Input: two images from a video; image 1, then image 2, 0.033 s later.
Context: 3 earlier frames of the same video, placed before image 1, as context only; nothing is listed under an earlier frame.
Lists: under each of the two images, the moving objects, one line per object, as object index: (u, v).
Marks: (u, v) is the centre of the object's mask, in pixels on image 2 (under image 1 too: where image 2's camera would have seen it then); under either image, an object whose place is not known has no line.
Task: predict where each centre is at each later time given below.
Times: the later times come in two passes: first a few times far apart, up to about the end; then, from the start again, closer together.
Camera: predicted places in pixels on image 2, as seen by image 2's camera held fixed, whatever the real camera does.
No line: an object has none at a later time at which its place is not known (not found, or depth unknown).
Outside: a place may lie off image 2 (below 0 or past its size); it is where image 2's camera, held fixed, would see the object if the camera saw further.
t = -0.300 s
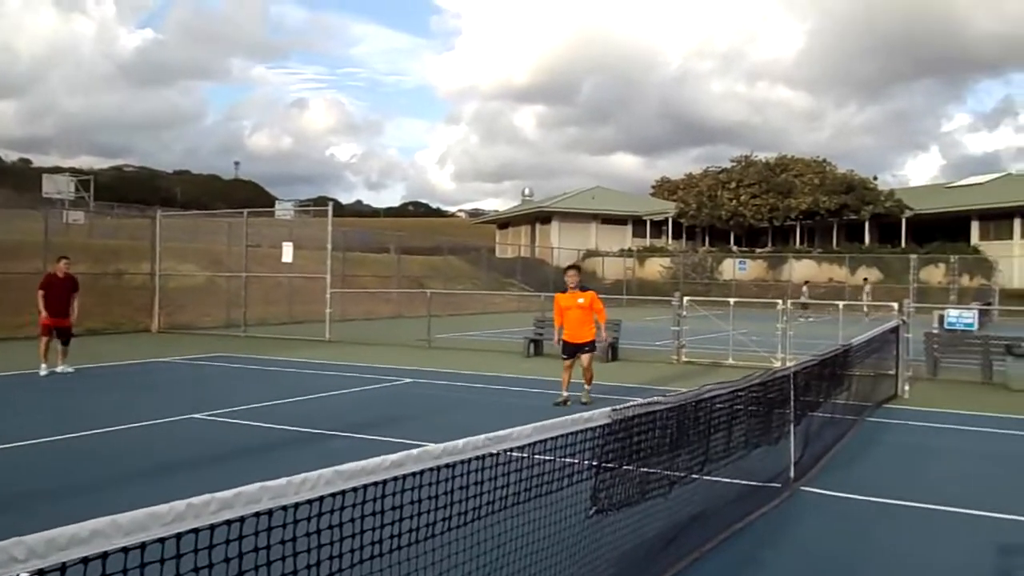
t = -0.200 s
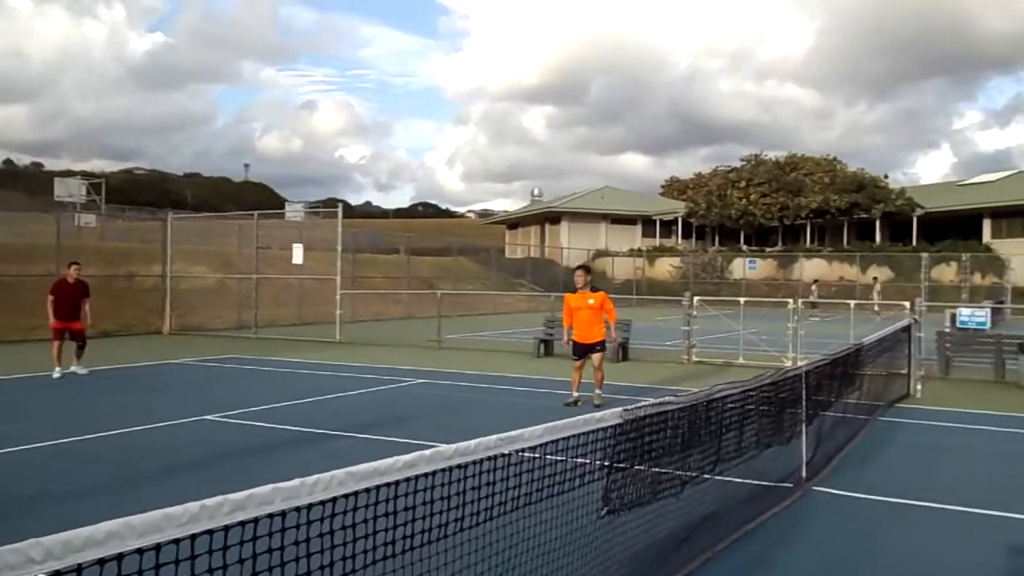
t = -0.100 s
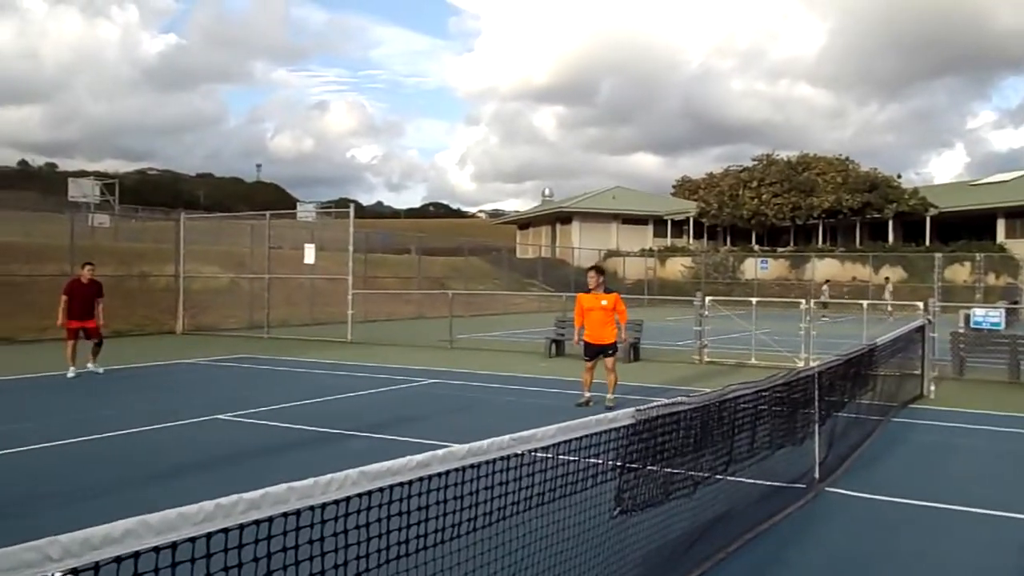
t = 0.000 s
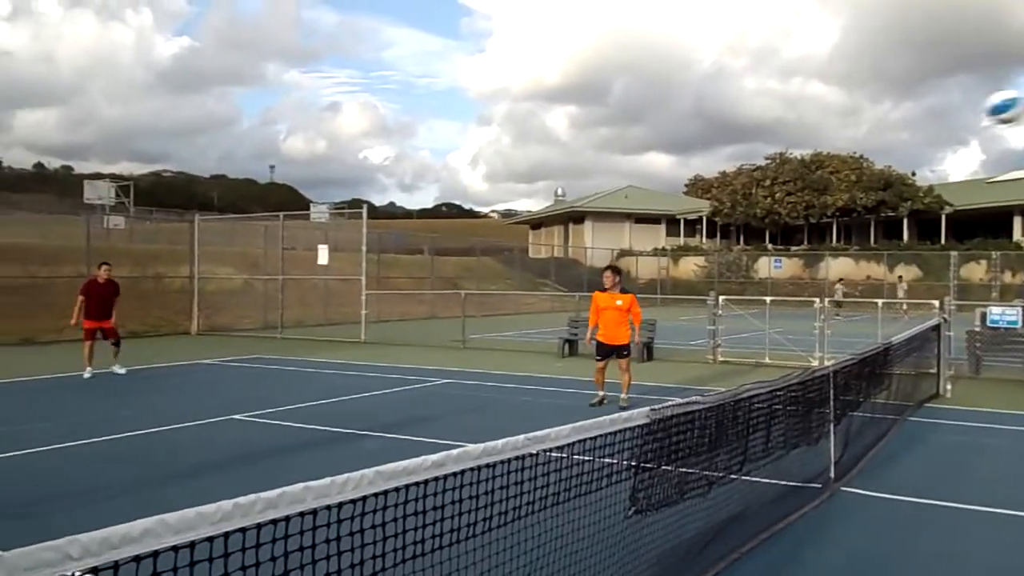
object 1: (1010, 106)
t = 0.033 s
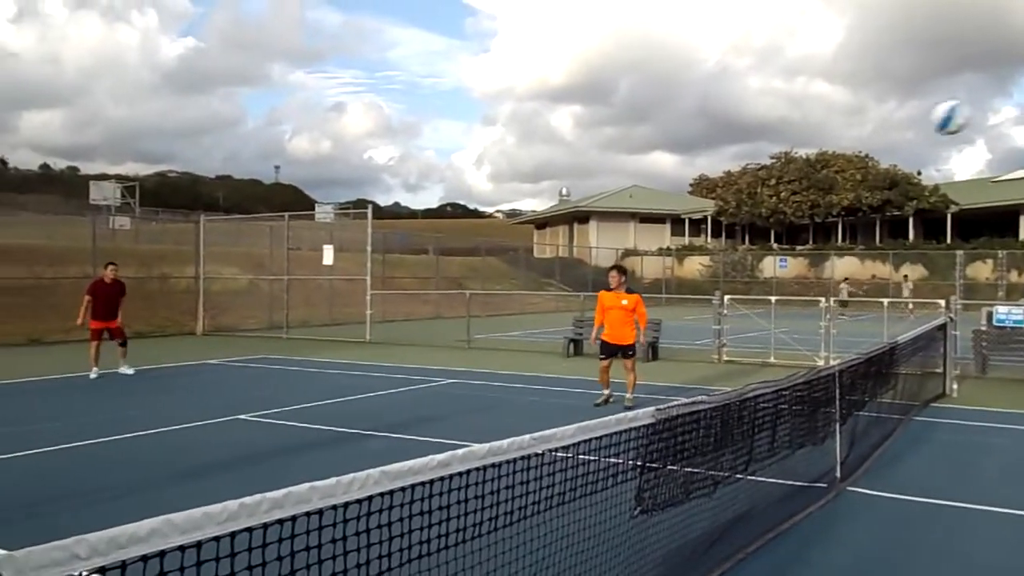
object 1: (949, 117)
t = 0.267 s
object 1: (620, 224)
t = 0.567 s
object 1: (350, 397)
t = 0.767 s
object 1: (245, 364)
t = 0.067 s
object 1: (896, 132)
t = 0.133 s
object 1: (790, 158)
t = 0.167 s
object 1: (743, 174)
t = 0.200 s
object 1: (700, 190)
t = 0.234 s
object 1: (658, 208)
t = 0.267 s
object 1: (620, 224)
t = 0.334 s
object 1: (548, 262)
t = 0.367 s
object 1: (515, 279)
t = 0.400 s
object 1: (483, 297)
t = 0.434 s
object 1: (454, 318)
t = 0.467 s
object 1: (426, 338)
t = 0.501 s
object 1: (399, 357)
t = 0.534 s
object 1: (374, 377)
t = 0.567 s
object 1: (350, 397)
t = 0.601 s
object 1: (325, 416)
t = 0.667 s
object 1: (287, 413)
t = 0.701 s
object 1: (273, 396)
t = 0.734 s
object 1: (258, 379)
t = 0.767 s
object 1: (245, 364)
